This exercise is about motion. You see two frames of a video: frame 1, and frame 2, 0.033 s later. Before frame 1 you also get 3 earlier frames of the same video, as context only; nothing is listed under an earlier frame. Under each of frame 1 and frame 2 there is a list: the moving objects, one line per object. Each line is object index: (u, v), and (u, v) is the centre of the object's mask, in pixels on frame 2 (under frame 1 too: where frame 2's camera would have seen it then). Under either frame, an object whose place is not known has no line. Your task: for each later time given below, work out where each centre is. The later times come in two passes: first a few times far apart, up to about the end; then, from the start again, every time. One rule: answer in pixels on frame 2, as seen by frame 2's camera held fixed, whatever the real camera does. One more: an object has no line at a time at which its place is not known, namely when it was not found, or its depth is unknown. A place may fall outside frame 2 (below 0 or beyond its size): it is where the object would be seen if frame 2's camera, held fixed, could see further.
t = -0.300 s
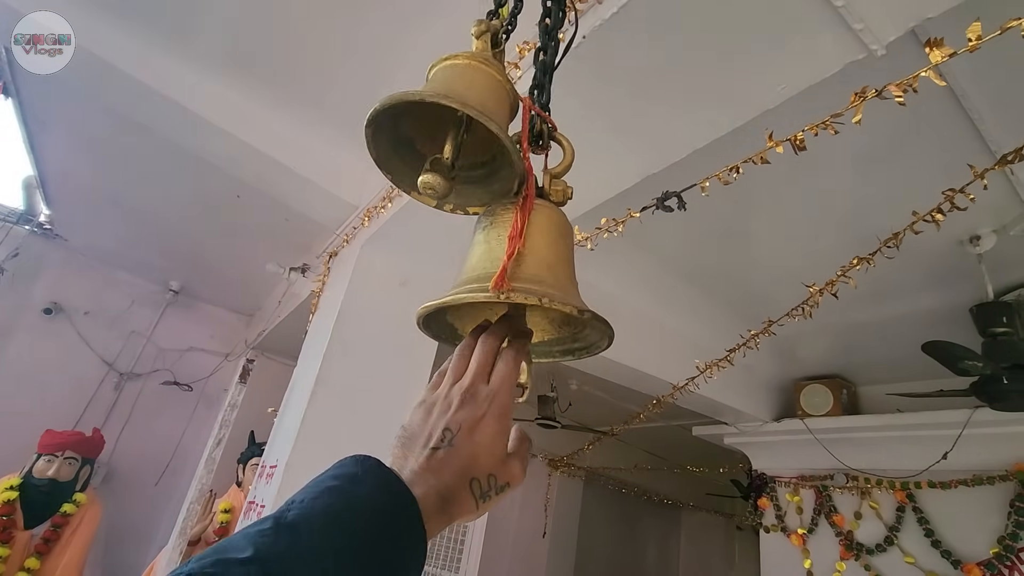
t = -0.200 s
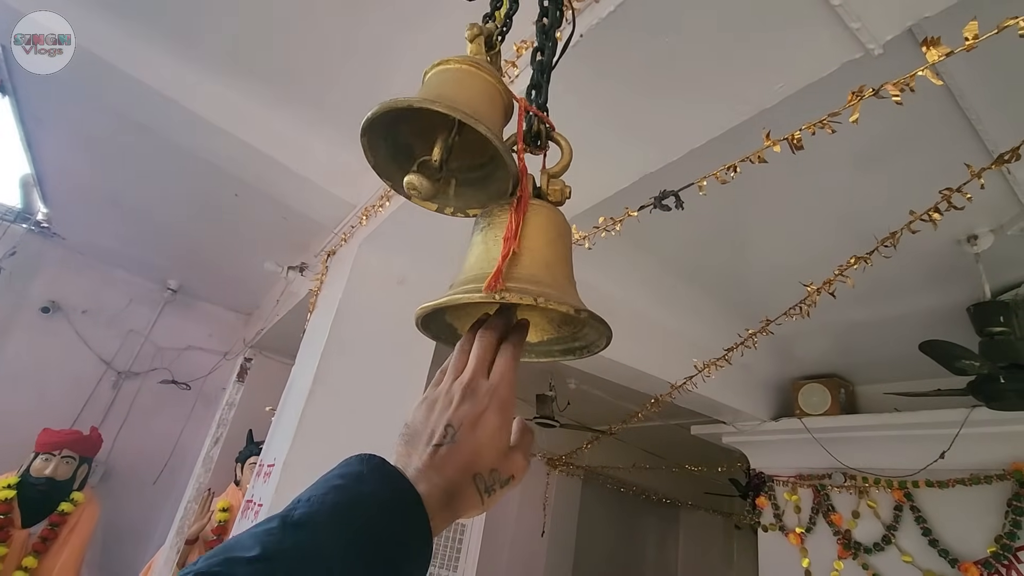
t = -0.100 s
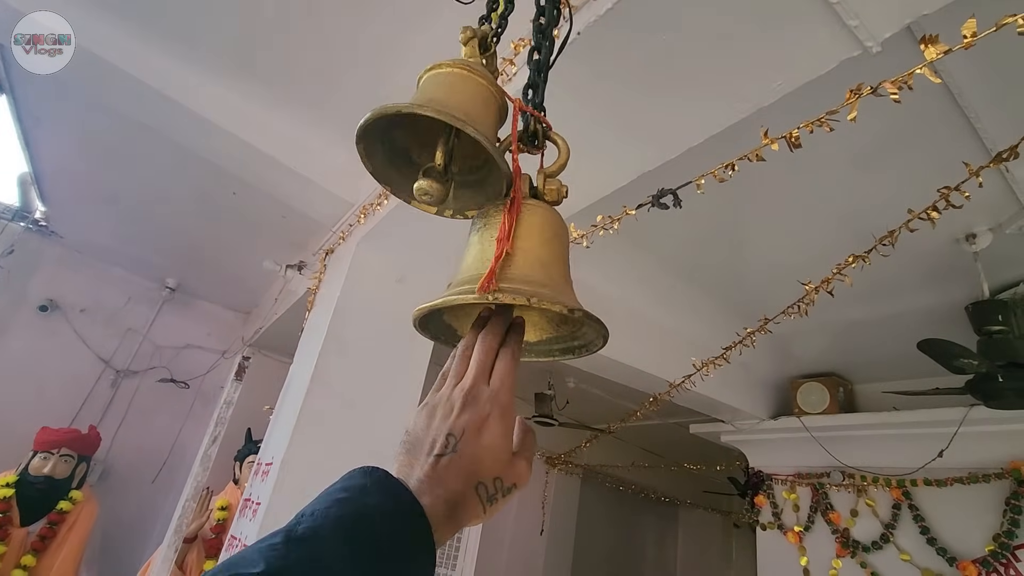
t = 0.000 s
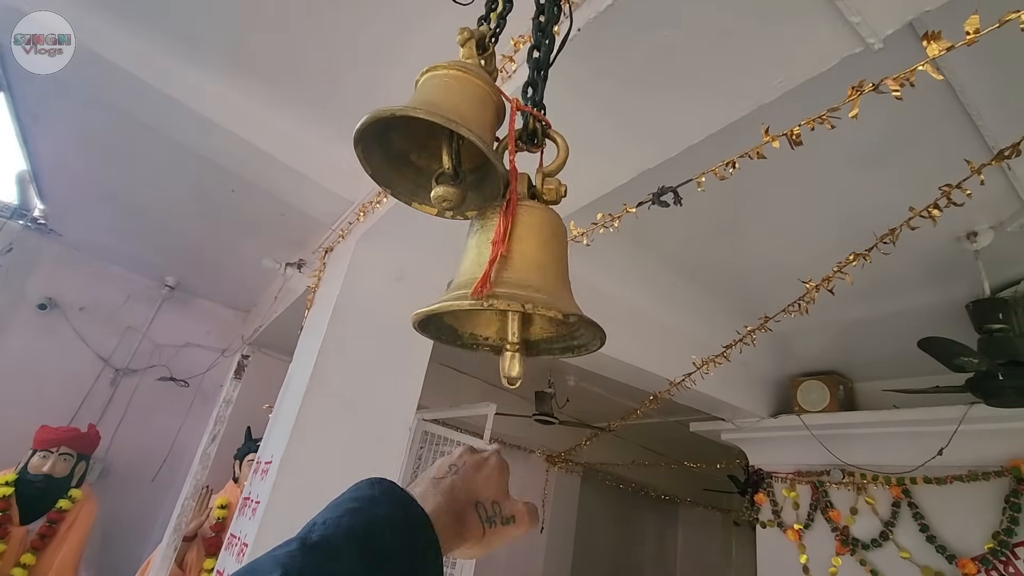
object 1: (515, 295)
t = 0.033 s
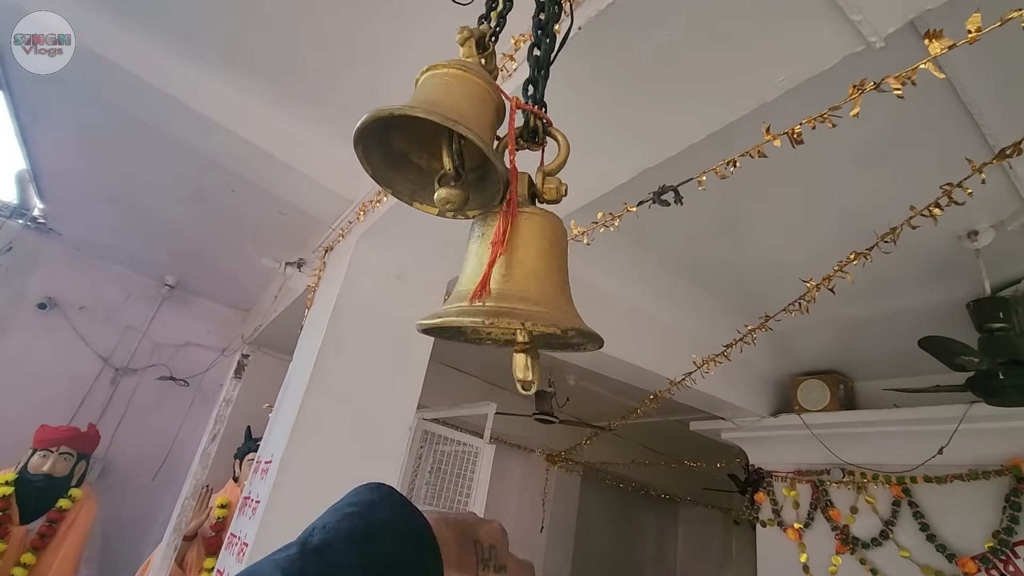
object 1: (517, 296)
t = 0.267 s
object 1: (504, 310)
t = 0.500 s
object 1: (496, 306)
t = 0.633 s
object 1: (493, 299)
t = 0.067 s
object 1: (519, 298)
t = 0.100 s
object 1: (519, 299)
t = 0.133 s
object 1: (516, 300)
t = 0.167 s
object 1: (513, 303)
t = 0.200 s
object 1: (509, 307)
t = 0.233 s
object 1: (506, 309)
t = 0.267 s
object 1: (504, 310)
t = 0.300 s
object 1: (502, 311)
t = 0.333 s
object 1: (501, 310)
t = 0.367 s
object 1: (500, 309)
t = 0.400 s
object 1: (498, 308)
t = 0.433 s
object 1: (498, 307)
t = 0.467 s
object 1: (497, 306)
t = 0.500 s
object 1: (496, 306)
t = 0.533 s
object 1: (495, 305)
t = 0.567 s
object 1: (494, 304)
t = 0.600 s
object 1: (493, 302)
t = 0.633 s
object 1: (493, 299)
